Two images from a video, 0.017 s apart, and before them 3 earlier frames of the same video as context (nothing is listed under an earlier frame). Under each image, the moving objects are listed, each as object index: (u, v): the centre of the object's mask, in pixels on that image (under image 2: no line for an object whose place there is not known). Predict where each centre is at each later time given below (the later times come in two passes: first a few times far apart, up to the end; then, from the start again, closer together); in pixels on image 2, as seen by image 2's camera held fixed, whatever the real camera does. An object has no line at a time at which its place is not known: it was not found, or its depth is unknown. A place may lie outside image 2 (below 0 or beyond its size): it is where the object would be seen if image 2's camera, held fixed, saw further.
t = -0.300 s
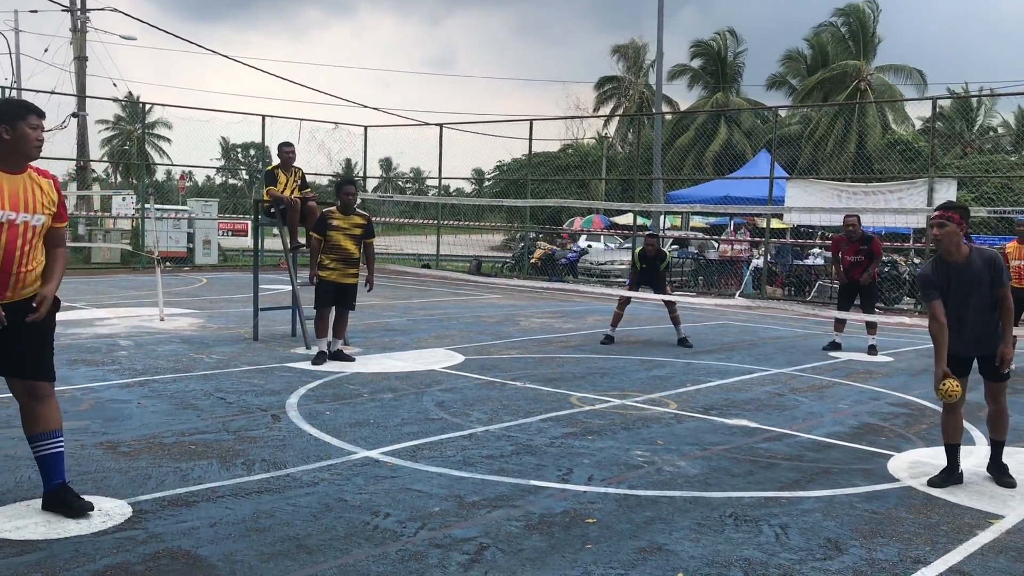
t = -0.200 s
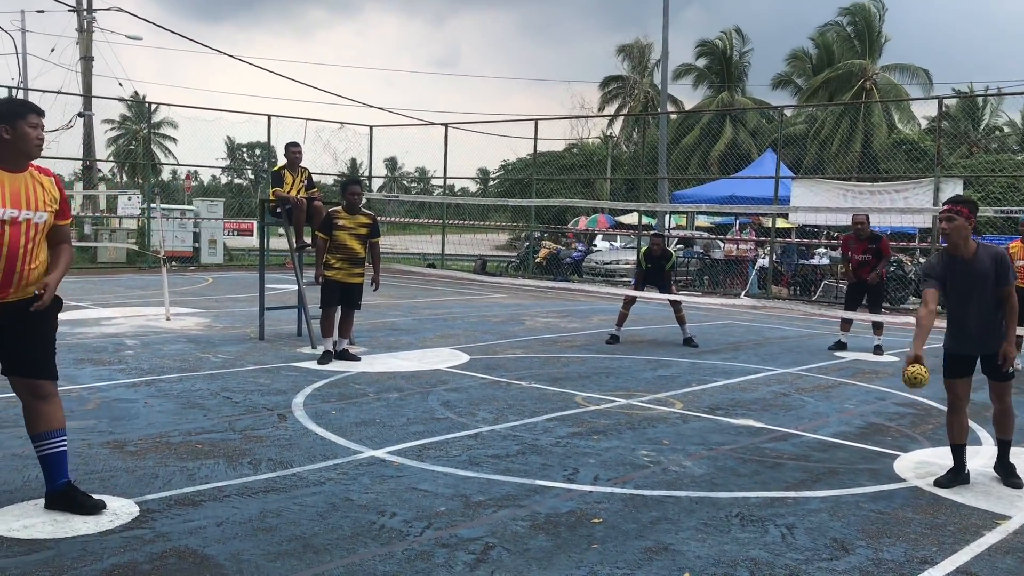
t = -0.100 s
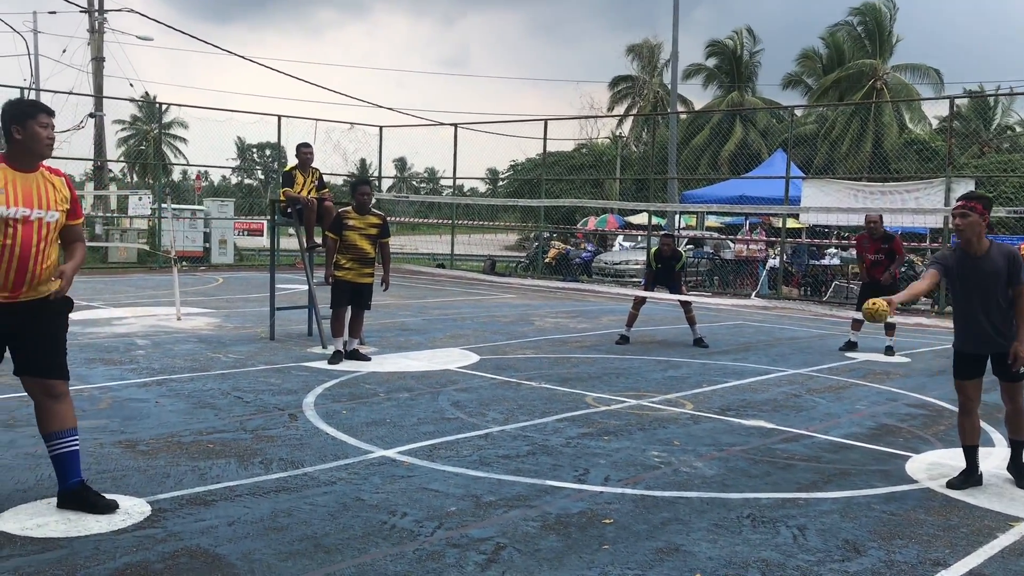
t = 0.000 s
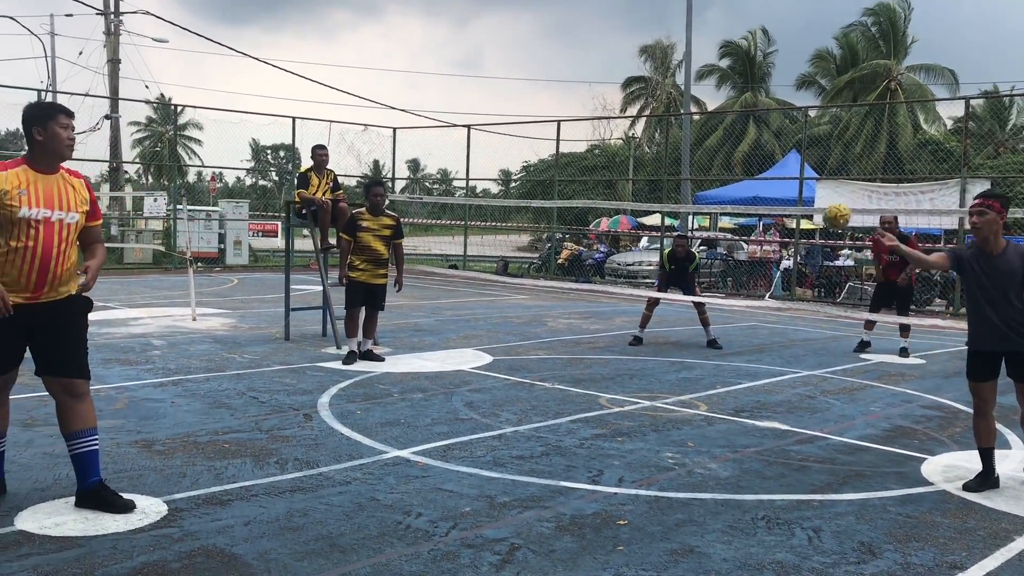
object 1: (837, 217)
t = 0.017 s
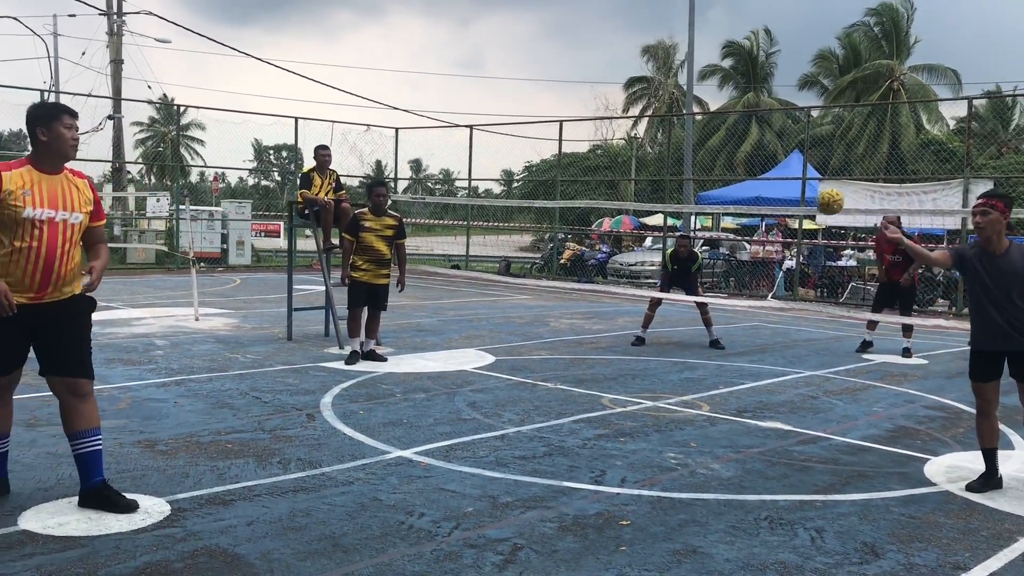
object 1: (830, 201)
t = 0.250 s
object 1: (688, 42)
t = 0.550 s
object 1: (457, 2)
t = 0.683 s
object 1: (338, 44)
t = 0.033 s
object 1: (821, 187)
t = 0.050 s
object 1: (811, 173)
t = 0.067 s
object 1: (801, 160)
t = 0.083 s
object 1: (791, 147)
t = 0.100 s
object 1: (782, 135)
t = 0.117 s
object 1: (773, 122)
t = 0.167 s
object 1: (741, 88)
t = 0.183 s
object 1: (731, 78)
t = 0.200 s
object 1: (721, 68)
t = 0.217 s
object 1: (710, 59)
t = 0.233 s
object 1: (699, 50)
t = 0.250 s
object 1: (688, 42)
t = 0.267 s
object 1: (676, 35)
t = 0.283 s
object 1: (665, 27)
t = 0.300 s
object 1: (653, 21)
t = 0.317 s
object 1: (641, 15)
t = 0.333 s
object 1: (628, 11)
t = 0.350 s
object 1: (616, 8)
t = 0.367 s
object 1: (604, 6)
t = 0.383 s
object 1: (591, 4)
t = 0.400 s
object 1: (578, 3)
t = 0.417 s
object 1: (565, 1)
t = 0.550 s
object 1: (457, 2)
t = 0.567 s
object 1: (443, 4)
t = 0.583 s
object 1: (428, 6)
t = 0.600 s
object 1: (414, 8)
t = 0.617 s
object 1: (399, 13)
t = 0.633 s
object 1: (384, 20)
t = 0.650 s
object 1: (369, 27)
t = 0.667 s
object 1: (353, 35)
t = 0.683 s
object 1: (338, 44)
